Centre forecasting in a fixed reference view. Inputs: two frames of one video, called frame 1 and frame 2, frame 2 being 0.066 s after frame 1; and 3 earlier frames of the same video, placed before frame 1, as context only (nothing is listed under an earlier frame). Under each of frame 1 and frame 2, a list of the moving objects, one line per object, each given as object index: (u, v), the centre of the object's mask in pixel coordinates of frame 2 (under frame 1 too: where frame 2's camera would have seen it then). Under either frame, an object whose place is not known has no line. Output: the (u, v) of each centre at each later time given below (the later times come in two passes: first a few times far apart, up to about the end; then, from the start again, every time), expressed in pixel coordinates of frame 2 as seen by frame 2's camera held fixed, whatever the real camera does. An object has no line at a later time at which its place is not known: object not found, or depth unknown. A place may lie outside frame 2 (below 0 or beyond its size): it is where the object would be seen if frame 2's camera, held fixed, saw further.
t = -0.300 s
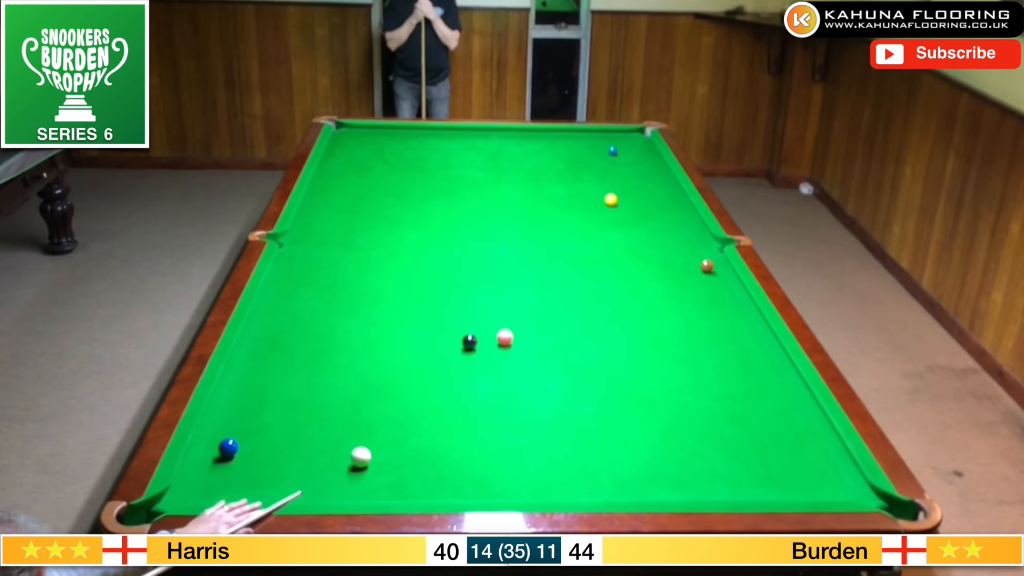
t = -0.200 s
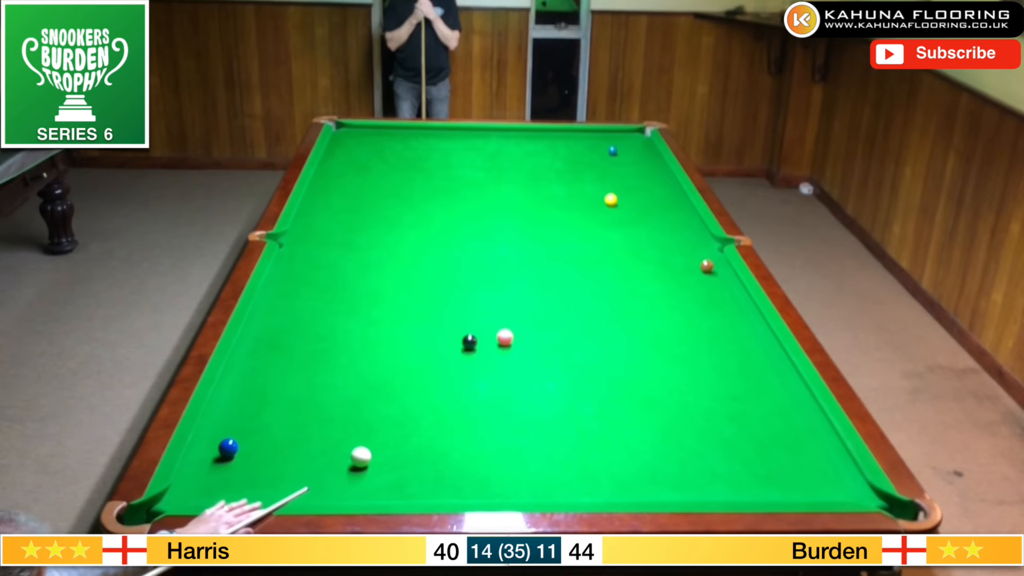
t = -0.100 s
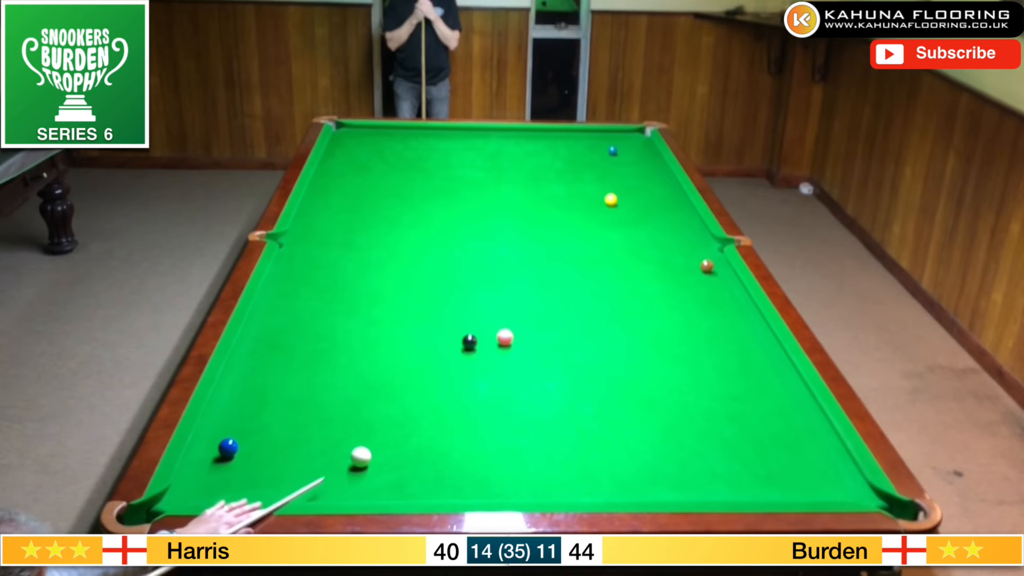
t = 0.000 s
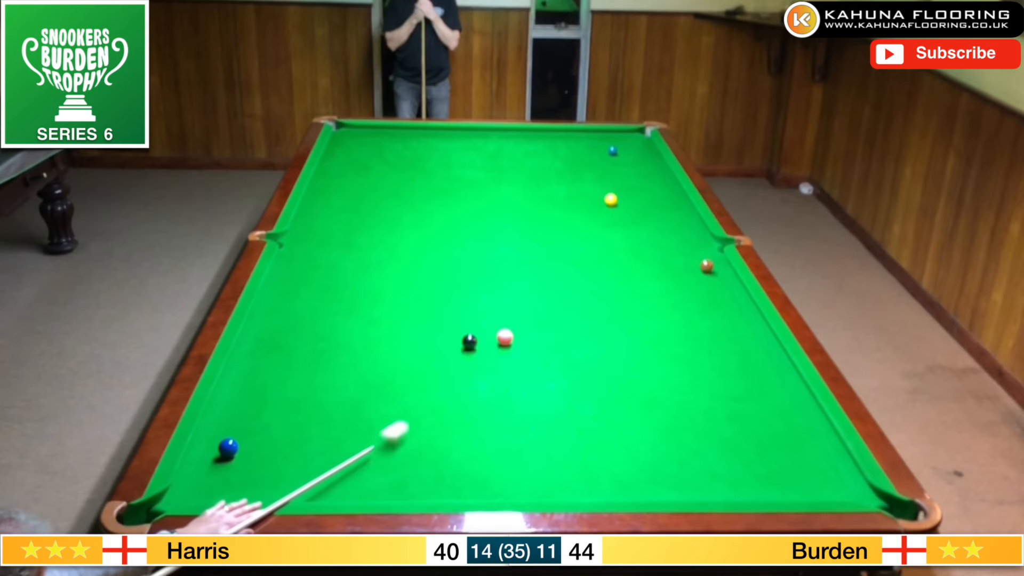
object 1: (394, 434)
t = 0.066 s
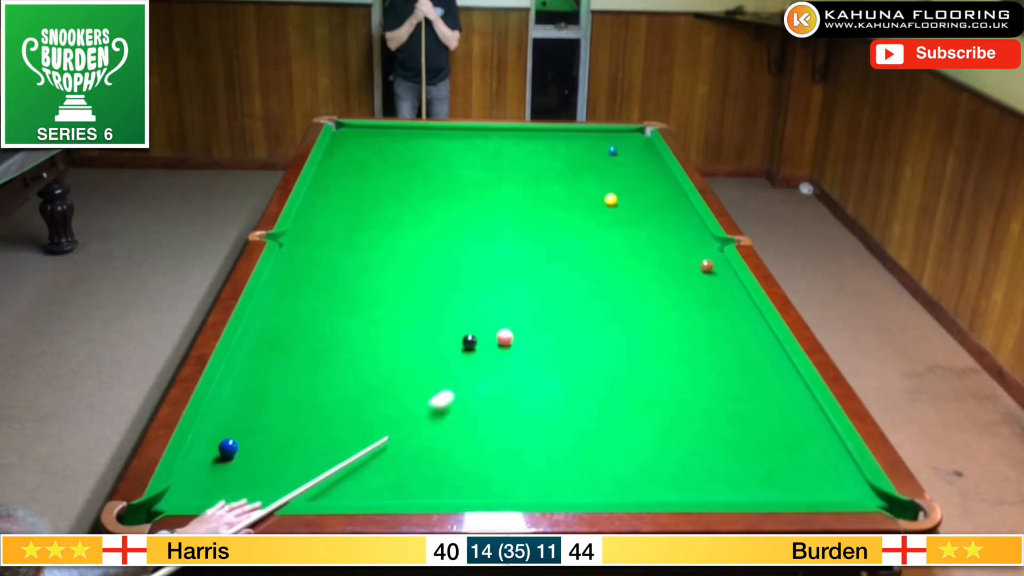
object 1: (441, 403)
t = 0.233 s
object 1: (531, 342)
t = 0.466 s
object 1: (617, 284)
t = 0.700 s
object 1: (683, 240)
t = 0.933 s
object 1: (653, 208)
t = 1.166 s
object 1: (602, 184)
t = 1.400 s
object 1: (560, 163)
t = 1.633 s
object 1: (524, 144)
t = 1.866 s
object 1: (492, 128)
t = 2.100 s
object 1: (462, 139)
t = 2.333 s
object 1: (431, 148)
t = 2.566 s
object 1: (400, 158)
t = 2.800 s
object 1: (367, 169)
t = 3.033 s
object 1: (333, 179)
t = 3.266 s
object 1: (320, 190)
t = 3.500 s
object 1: (335, 201)
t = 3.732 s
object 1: (349, 212)
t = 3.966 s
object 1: (365, 223)
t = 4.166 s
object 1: (378, 233)
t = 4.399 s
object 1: (394, 244)
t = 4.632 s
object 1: (410, 254)
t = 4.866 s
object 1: (427, 266)
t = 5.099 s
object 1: (443, 276)
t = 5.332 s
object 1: (459, 287)
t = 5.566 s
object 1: (476, 298)
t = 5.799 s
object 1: (492, 308)
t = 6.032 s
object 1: (508, 318)
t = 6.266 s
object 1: (524, 329)
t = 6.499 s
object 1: (539, 339)
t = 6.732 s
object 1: (554, 348)
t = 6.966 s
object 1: (569, 357)
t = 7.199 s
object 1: (582, 366)
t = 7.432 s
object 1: (595, 374)
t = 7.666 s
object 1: (606, 381)
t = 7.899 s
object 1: (617, 387)
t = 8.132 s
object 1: (625, 393)
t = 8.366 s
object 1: (633, 397)
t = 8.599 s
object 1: (639, 401)
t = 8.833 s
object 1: (643, 403)
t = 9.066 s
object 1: (646, 404)
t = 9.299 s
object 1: (647, 405)
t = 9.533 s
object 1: (647, 405)
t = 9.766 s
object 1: (647, 405)
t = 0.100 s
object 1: (462, 389)
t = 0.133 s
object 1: (481, 376)
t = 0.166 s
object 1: (499, 364)
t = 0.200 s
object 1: (516, 353)
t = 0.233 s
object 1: (531, 342)
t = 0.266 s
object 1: (545, 332)
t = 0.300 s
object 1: (559, 324)
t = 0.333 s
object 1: (572, 315)
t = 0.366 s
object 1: (583, 307)
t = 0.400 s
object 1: (595, 299)
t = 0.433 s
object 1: (606, 291)
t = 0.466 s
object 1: (617, 284)
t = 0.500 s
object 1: (627, 277)
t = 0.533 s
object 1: (637, 270)
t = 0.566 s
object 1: (647, 264)
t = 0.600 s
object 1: (657, 257)
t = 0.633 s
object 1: (666, 251)
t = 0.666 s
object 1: (674, 245)
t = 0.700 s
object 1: (683, 240)
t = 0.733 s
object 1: (691, 234)
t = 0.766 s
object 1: (699, 228)
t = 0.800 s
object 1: (694, 223)
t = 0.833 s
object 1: (683, 220)
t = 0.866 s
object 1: (672, 216)
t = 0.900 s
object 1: (662, 212)
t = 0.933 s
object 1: (653, 208)
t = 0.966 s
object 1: (644, 205)
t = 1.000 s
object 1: (637, 201)
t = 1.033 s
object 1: (629, 198)
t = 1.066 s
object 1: (622, 194)
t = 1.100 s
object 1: (615, 190)
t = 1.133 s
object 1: (608, 187)
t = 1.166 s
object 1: (602, 184)
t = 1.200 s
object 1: (596, 181)
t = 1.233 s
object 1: (589, 178)
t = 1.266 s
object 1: (583, 174)
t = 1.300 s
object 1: (577, 172)
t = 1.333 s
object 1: (571, 169)
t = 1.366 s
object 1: (566, 166)
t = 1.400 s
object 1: (560, 163)
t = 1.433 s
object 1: (554, 160)
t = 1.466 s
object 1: (549, 157)
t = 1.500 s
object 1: (544, 155)
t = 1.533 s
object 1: (538, 152)
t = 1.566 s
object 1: (533, 149)
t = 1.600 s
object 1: (529, 147)
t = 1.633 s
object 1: (524, 144)
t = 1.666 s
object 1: (519, 142)
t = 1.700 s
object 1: (514, 139)
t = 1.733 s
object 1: (509, 137)
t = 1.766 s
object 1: (505, 135)
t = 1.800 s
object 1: (500, 133)
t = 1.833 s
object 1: (496, 130)
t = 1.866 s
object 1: (492, 128)
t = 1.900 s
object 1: (487, 130)
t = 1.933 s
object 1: (483, 131)
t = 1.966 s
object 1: (479, 133)
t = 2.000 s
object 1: (475, 135)
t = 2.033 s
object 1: (471, 136)
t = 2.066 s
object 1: (466, 137)
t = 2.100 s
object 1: (462, 139)
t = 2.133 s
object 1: (458, 140)
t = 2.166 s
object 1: (454, 141)
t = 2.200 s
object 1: (449, 143)
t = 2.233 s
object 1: (445, 144)
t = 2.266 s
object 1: (440, 146)
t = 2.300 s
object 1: (436, 147)
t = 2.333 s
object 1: (431, 148)
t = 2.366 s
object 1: (427, 150)
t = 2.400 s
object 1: (423, 151)
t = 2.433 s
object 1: (418, 153)
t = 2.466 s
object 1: (413, 154)
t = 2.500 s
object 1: (409, 155)
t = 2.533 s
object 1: (404, 157)
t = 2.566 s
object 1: (400, 158)
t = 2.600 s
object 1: (395, 160)
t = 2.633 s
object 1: (390, 161)
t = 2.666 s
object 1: (386, 163)
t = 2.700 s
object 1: (381, 164)
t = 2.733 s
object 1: (376, 166)
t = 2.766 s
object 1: (372, 167)
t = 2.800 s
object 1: (367, 169)
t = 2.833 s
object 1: (362, 170)
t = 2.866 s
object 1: (357, 172)
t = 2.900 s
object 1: (352, 173)
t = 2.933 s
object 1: (348, 175)
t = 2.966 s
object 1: (343, 176)
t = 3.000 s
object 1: (338, 178)
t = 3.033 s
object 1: (333, 179)
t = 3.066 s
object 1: (328, 181)
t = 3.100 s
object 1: (323, 182)
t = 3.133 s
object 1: (318, 184)
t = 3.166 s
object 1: (313, 186)
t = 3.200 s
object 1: (316, 187)
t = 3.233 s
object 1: (318, 189)
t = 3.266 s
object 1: (320, 190)
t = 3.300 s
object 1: (322, 192)
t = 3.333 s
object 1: (324, 193)
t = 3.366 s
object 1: (326, 195)
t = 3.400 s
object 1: (328, 196)
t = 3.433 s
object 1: (331, 198)
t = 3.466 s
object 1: (333, 199)
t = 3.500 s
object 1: (335, 201)
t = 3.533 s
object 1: (337, 202)
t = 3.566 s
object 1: (339, 204)
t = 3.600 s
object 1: (341, 205)
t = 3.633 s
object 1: (343, 207)
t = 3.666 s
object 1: (345, 208)
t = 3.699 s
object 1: (347, 210)
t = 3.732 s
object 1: (349, 212)
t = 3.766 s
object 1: (352, 213)
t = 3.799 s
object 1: (354, 215)
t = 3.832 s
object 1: (356, 217)
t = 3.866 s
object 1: (358, 218)
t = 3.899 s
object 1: (360, 220)
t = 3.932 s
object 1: (363, 221)
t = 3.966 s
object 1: (365, 223)
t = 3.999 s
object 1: (367, 225)
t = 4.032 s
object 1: (369, 227)
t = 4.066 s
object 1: (371, 228)
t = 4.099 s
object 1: (373, 230)
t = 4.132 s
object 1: (376, 231)
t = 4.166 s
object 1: (378, 233)
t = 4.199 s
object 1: (380, 234)
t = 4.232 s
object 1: (383, 236)
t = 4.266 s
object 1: (385, 237)
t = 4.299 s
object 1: (387, 239)
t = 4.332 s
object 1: (389, 241)
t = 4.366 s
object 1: (392, 242)
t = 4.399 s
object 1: (394, 244)
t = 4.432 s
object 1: (396, 245)
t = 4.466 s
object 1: (398, 247)
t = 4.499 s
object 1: (401, 248)
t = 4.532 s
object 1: (403, 250)
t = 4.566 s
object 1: (406, 251)
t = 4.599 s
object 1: (408, 253)
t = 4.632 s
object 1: (410, 254)
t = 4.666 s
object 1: (412, 256)
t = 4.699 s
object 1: (415, 258)
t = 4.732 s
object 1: (417, 259)
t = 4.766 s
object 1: (419, 261)
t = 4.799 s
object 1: (422, 262)
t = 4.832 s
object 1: (424, 264)
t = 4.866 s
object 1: (427, 266)
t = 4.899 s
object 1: (429, 267)
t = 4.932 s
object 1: (431, 269)
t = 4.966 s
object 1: (433, 270)
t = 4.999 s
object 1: (436, 272)
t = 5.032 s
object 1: (438, 273)
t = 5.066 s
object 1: (440, 275)
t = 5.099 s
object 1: (443, 276)
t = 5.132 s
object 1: (445, 278)
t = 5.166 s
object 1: (448, 279)
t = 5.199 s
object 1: (450, 281)
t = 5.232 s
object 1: (452, 283)
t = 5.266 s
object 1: (455, 284)
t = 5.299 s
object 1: (457, 285)
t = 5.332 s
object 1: (459, 287)
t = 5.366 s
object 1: (462, 289)
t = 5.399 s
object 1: (464, 290)
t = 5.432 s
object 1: (466, 292)
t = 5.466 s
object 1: (469, 293)
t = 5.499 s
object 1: (471, 295)
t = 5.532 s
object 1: (473, 296)
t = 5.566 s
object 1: (476, 298)
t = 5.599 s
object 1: (478, 300)
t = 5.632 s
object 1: (481, 301)
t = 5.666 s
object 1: (483, 302)
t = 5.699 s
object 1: (485, 304)
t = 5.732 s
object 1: (487, 305)
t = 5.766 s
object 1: (490, 307)
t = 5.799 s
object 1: (492, 308)
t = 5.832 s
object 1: (494, 310)
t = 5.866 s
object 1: (497, 311)
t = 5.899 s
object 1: (499, 313)
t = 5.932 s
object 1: (501, 314)
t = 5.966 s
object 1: (504, 316)
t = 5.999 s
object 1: (506, 317)
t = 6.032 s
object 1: (508, 318)
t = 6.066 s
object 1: (511, 320)
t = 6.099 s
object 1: (513, 321)
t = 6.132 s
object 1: (515, 323)
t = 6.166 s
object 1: (518, 324)
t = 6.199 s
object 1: (520, 326)
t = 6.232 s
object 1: (522, 327)
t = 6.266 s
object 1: (524, 329)
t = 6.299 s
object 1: (526, 330)
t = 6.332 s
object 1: (529, 332)
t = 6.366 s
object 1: (531, 333)
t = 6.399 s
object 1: (533, 335)
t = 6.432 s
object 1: (535, 336)
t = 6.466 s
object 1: (537, 337)
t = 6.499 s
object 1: (539, 339)
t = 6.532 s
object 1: (542, 340)
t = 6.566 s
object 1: (544, 342)
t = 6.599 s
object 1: (546, 343)
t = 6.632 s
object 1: (548, 344)
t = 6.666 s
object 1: (550, 346)
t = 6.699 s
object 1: (552, 347)
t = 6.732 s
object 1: (554, 348)
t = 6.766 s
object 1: (556, 350)
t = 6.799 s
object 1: (559, 351)
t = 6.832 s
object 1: (560, 353)
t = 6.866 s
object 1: (563, 354)
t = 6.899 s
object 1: (565, 355)
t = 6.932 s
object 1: (567, 356)
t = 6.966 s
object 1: (569, 357)
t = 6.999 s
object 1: (571, 359)
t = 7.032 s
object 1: (573, 360)
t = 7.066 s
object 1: (575, 361)
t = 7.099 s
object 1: (576, 362)
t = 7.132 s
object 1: (578, 364)
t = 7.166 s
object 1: (580, 365)
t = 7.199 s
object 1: (582, 366)
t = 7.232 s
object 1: (584, 367)
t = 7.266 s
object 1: (586, 368)
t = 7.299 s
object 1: (588, 369)
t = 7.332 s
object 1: (589, 370)
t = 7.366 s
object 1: (591, 371)
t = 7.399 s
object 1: (593, 373)
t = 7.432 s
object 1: (595, 374)
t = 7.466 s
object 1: (596, 375)
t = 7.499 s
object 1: (598, 376)
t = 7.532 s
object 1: (600, 377)
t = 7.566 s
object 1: (601, 378)
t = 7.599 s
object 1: (603, 379)
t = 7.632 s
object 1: (605, 380)
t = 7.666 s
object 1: (606, 381)
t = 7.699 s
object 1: (607, 382)
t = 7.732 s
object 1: (609, 383)
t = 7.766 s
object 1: (611, 384)
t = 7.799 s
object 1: (612, 384)
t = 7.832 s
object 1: (614, 386)
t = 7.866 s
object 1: (615, 387)
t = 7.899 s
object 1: (617, 387)
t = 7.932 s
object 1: (618, 388)
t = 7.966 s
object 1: (619, 389)
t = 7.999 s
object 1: (620, 390)
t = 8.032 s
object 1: (622, 391)
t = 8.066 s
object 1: (623, 391)
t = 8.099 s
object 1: (624, 392)
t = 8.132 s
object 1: (625, 393)
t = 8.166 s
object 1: (627, 393)
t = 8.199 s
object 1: (628, 394)
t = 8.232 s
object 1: (629, 395)
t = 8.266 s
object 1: (630, 395)
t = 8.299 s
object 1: (631, 396)
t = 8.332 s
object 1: (632, 396)
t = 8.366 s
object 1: (633, 397)
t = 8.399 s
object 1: (634, 397)
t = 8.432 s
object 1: (635, 398)
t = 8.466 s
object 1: (636, 399)
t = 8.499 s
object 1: (636, 399)
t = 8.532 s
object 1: (637, 399)
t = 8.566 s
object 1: (638, 400)
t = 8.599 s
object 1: (639, 401)
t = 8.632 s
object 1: (640, 401)
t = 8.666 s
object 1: (640, 401)
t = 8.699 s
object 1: (641, 401)
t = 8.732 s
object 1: (641, 402)
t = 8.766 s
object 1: (642, 402)
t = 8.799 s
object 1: (643, 402)
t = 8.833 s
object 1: (643, 403)
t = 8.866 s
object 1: (643, 403)
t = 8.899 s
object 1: (644, 403)
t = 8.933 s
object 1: (644, 403)
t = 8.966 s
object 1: (645, 404)
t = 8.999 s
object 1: (645, 404)
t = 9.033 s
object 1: (645, 404)
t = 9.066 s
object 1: (646, 404)
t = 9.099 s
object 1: (646, 404)
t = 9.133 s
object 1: (646, 404)
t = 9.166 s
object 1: (646, 405)
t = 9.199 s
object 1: (646, 405)
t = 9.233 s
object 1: (647, 405)
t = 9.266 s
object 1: (647, 405)
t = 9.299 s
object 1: (647, 405)
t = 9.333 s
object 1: (647, 405)
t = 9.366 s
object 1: (647, 405)
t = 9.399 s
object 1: (647, 405)
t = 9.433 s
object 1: (647, 405)
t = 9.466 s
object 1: (647, 405)
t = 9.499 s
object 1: (647, 405)
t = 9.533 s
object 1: (647, 405)
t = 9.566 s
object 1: (647, 405)
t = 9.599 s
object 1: (647, 405)
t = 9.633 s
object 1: (647, 405)
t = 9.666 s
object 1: (647, 405)
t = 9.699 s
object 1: (647, 405)
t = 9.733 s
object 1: (647, 405)
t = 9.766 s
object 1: (647, 405)
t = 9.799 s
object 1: (647, 405)
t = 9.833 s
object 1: (647, 405)
